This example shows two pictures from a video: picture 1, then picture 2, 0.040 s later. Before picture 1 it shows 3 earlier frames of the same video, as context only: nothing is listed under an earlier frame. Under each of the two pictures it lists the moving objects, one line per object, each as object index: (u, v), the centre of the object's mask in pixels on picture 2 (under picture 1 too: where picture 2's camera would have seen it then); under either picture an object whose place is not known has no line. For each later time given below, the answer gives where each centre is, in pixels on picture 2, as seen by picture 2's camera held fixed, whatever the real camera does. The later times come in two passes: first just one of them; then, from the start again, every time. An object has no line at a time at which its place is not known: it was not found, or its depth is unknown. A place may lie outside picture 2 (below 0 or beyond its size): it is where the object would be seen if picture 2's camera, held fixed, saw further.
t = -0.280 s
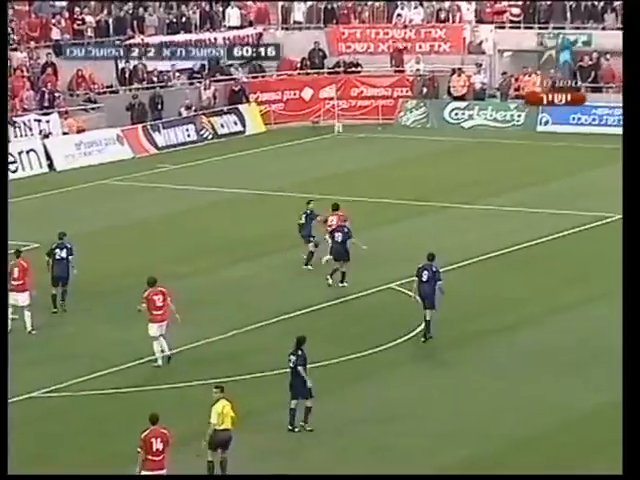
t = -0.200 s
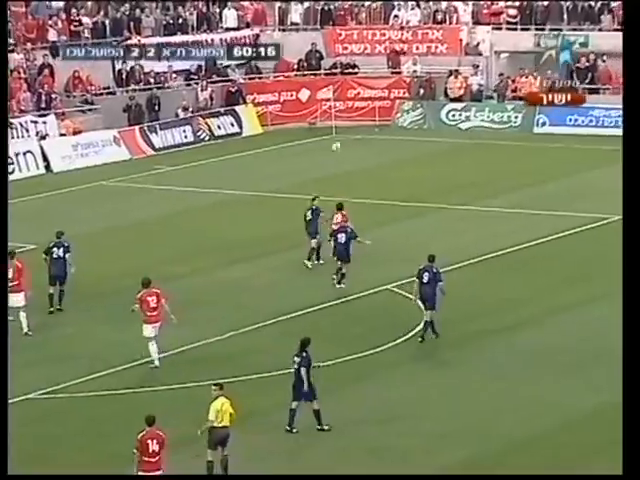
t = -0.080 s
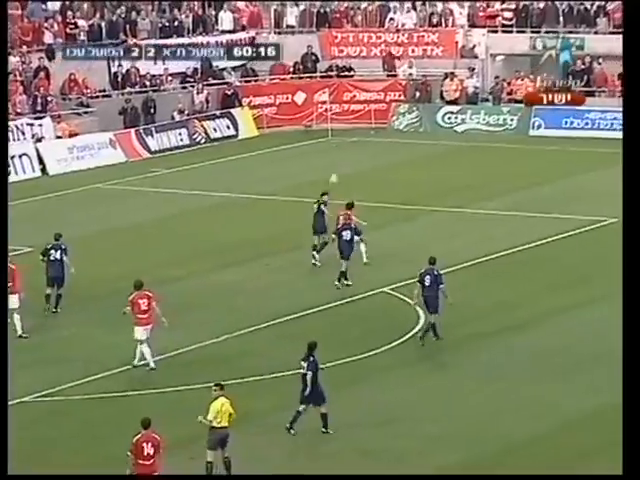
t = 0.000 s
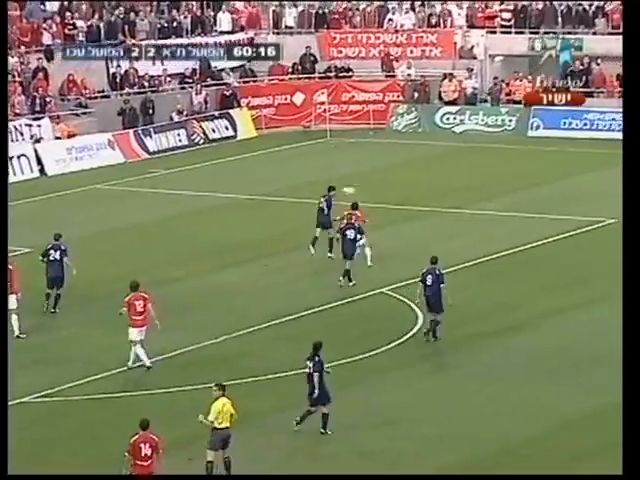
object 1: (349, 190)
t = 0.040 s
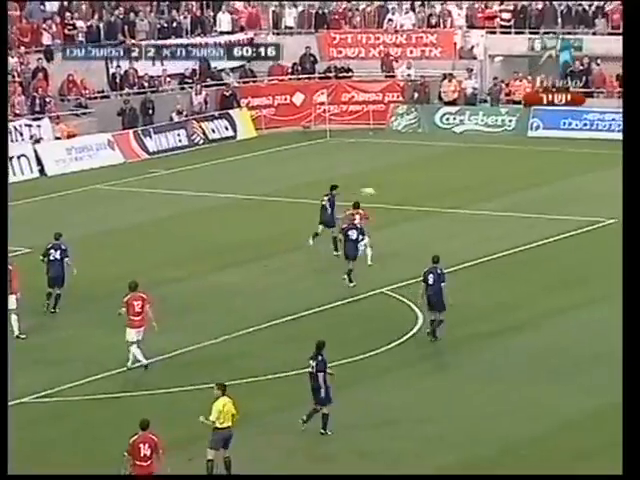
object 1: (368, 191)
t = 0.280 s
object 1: (487, 210)
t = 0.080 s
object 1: (389, 191)
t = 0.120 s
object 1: (408, 194)
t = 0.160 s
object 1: (429, 196)
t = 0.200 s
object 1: (449, 201)
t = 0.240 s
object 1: (468, 205)
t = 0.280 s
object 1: (487, 210)
